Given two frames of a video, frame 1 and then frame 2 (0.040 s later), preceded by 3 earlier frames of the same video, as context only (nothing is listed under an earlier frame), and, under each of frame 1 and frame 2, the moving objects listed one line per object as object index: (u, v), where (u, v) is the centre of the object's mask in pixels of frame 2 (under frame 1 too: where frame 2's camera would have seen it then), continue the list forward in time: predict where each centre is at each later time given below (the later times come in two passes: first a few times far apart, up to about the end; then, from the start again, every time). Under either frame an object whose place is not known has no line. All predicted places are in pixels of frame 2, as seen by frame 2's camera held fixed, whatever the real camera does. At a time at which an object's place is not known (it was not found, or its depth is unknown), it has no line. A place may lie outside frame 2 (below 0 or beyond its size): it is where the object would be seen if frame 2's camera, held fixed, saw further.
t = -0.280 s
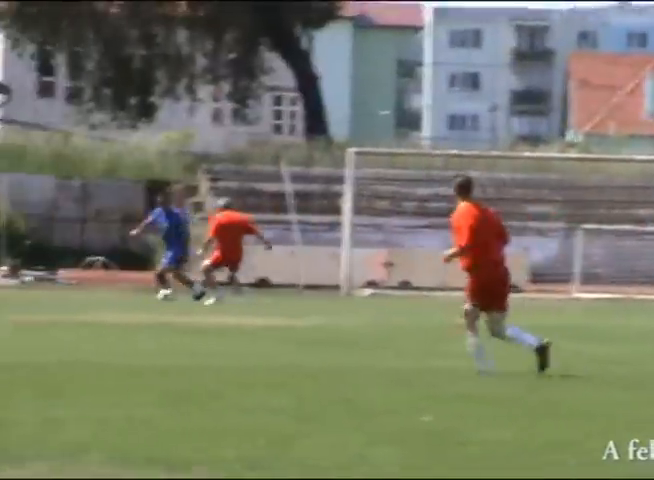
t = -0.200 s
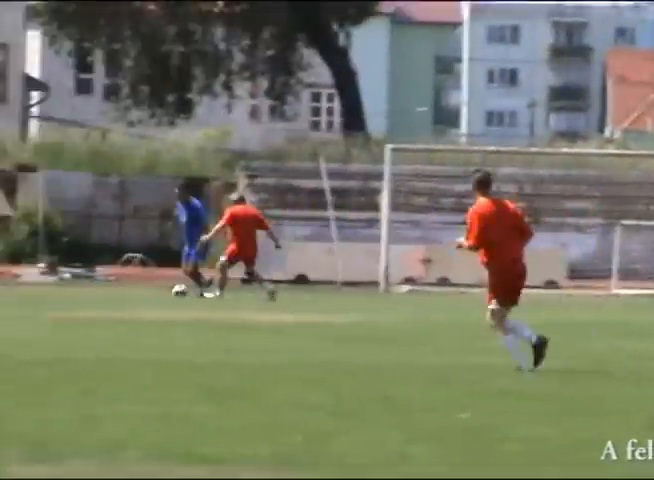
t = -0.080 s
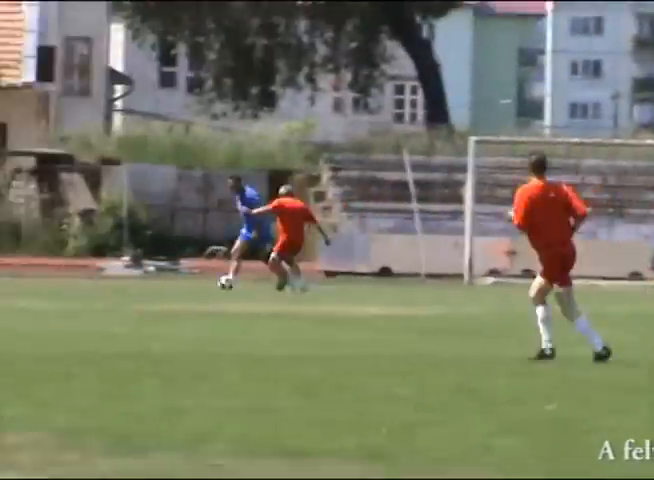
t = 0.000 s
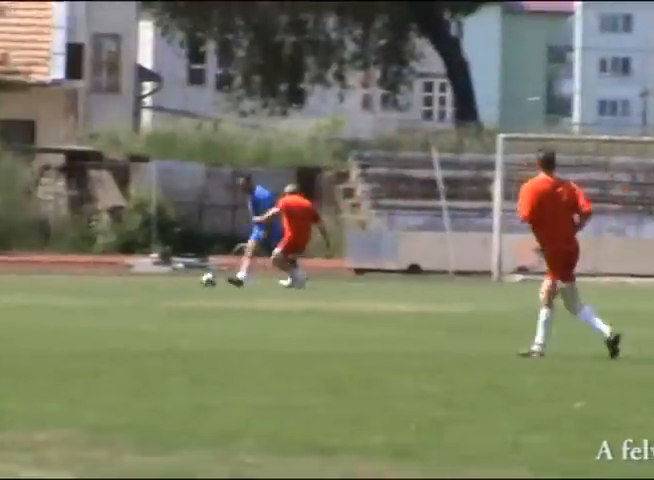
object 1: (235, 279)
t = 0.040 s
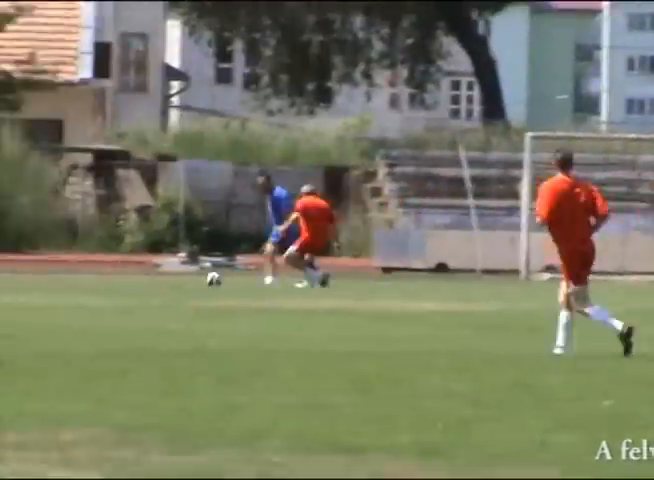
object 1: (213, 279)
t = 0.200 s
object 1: (130, 280)
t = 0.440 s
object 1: (29, 281)
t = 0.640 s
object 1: (-39, 283)
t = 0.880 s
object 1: (-113, 284)
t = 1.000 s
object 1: (-148, 282)
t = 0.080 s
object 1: (191, 279)
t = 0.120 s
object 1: (170, 280)
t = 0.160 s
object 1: (150, 280)
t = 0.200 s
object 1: (130, 280)
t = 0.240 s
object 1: (113, 279)
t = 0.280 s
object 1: (96, 279)
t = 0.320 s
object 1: (80, 278)
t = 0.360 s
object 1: (63, 280)
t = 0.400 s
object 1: (45, 281)
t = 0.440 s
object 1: (29, 281)
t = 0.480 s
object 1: (16, 280)
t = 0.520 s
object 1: (3, 280)
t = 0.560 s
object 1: (-11, 280)
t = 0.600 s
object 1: (-24, 281)
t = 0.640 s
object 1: (-39, 283)
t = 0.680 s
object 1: (-51, 284)
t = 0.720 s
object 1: (-64, 283)
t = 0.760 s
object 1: (-76, 282)
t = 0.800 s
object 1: (-88, 282)
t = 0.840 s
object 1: (-101, 282)
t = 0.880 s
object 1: (-113, 284)
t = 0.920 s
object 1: (-126, 284)
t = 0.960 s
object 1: (-136, 283)
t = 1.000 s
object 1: (-148, 282)
